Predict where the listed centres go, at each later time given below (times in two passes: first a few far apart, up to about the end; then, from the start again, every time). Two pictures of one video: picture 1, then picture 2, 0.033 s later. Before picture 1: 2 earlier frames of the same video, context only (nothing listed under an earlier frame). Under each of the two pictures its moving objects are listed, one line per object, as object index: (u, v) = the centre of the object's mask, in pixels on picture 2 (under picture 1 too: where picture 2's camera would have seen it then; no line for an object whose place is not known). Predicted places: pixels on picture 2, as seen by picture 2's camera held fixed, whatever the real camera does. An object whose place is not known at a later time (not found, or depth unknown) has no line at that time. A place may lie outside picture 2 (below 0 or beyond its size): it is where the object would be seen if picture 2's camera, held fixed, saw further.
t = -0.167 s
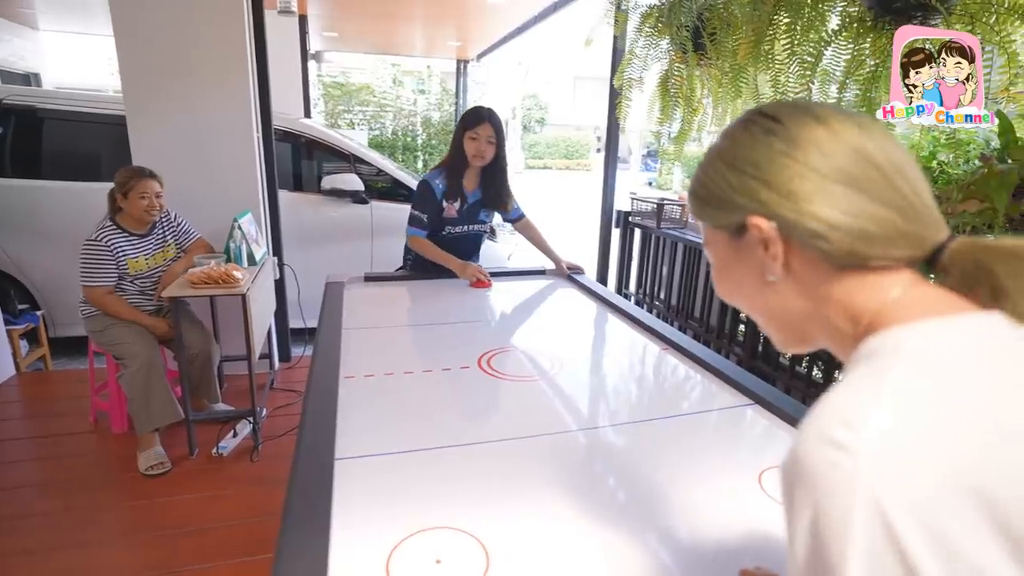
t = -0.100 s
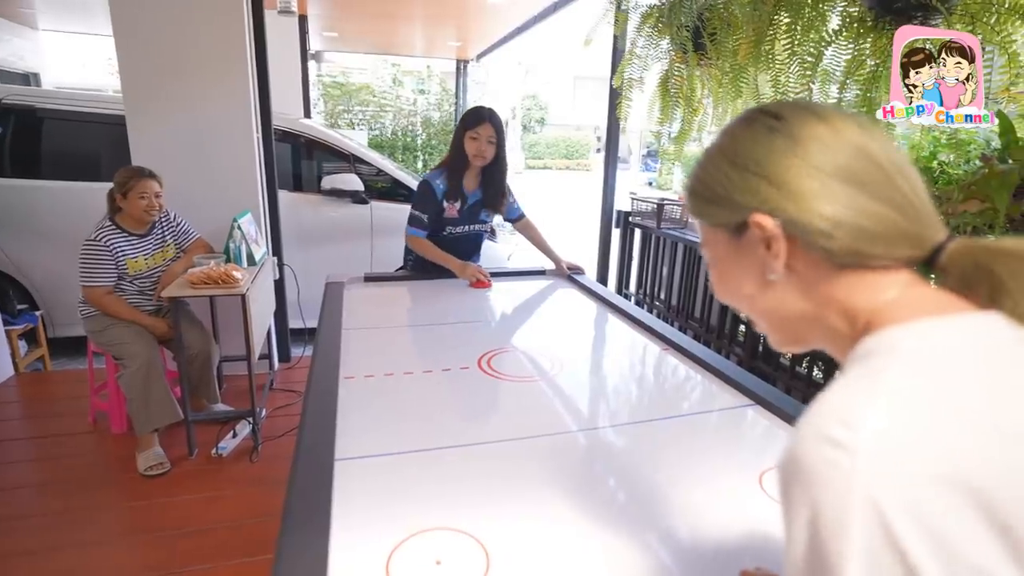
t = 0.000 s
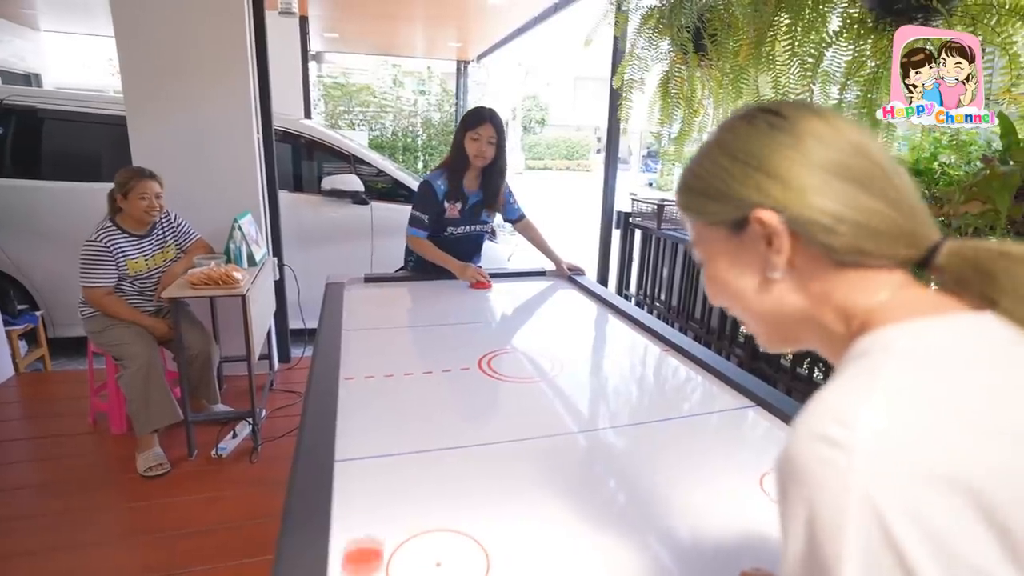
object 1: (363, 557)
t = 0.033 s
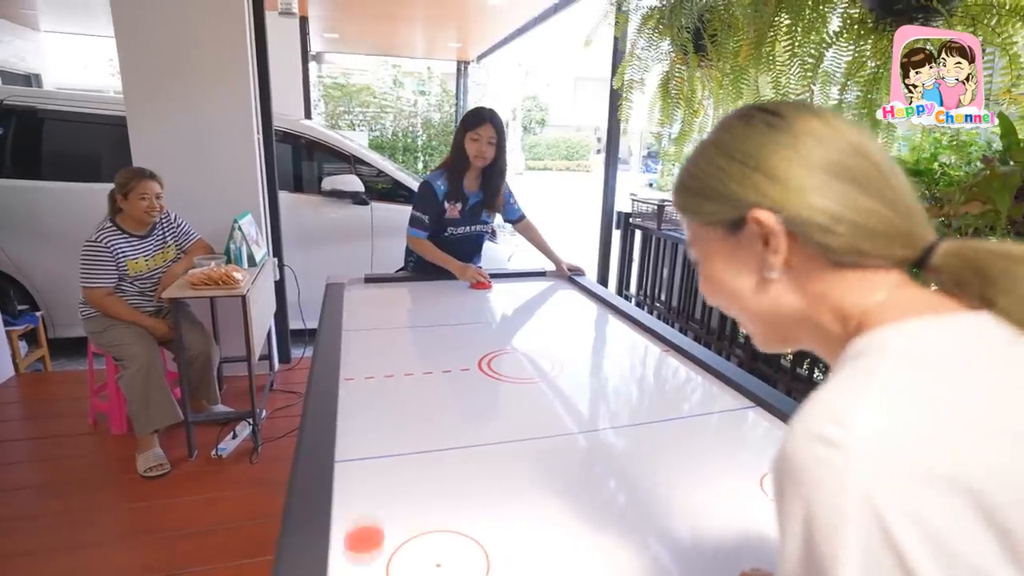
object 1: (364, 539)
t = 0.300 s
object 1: (374, 430)
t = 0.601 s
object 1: (384, 363)
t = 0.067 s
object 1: (365, 522)
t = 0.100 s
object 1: (367, 504)
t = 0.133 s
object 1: (368, 489)
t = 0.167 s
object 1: (369, 475)
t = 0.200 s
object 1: (370, 463)
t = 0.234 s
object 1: (371, 451)
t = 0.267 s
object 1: (373, 441)
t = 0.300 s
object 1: (374, 430)
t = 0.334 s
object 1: (375, 421)
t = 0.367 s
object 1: (377, 412)
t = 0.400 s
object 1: (378, 403)
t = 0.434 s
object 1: (379, 396)
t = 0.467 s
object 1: (380, 389)
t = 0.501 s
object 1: (381, 382)
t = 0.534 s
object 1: (382, 376)
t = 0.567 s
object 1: (383, 370)
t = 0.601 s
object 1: (384, 363)
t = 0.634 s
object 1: (385, 358)
